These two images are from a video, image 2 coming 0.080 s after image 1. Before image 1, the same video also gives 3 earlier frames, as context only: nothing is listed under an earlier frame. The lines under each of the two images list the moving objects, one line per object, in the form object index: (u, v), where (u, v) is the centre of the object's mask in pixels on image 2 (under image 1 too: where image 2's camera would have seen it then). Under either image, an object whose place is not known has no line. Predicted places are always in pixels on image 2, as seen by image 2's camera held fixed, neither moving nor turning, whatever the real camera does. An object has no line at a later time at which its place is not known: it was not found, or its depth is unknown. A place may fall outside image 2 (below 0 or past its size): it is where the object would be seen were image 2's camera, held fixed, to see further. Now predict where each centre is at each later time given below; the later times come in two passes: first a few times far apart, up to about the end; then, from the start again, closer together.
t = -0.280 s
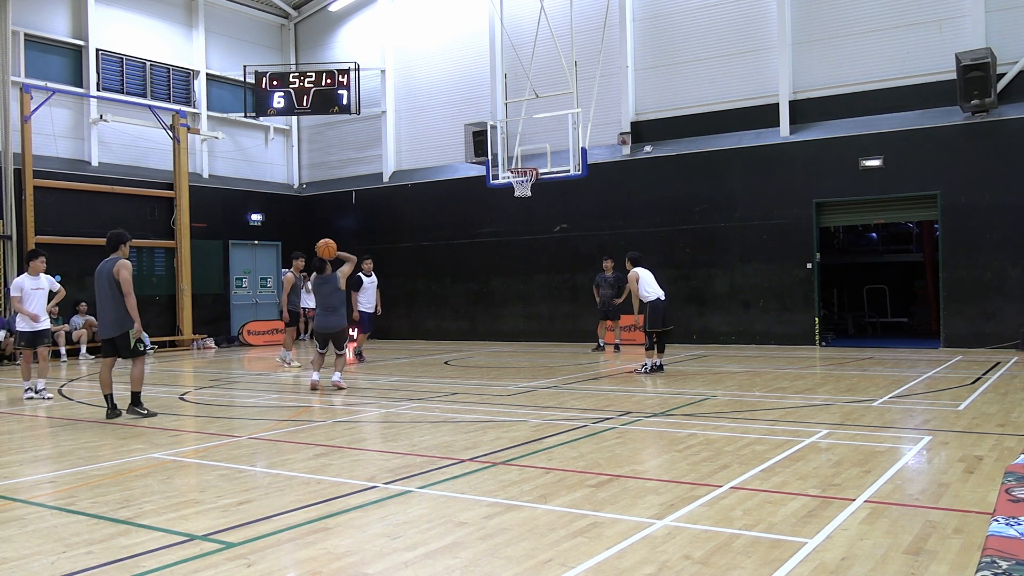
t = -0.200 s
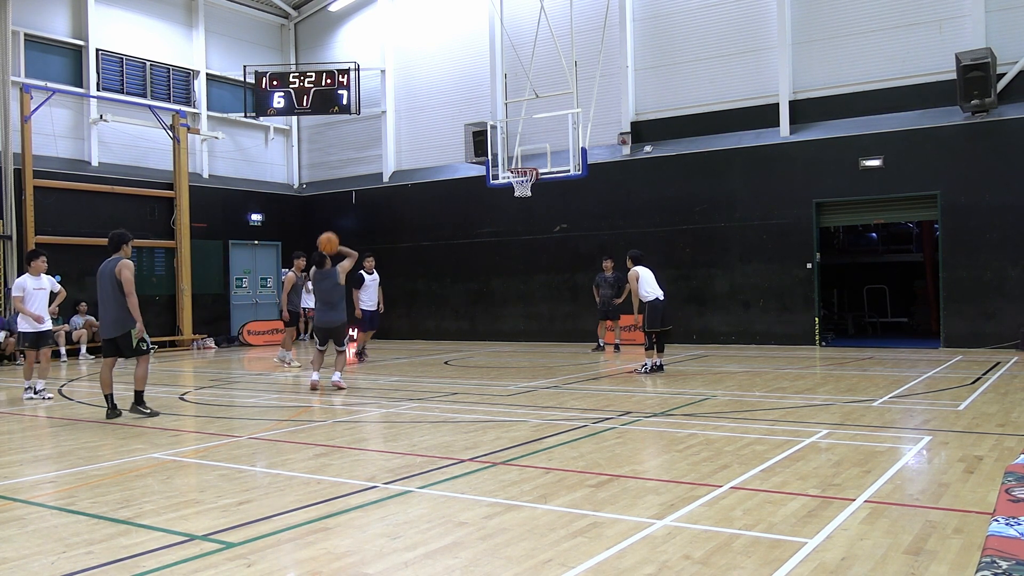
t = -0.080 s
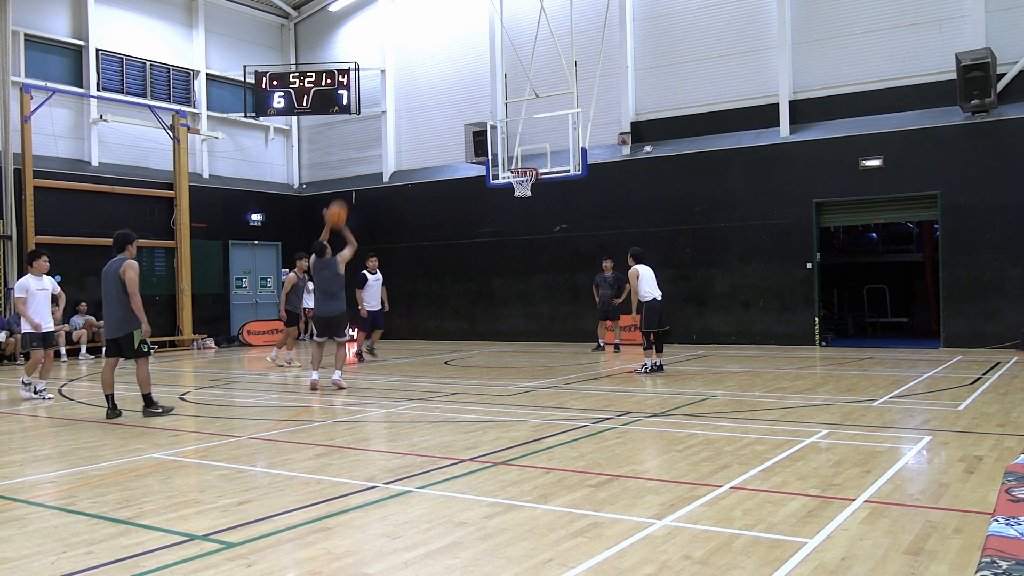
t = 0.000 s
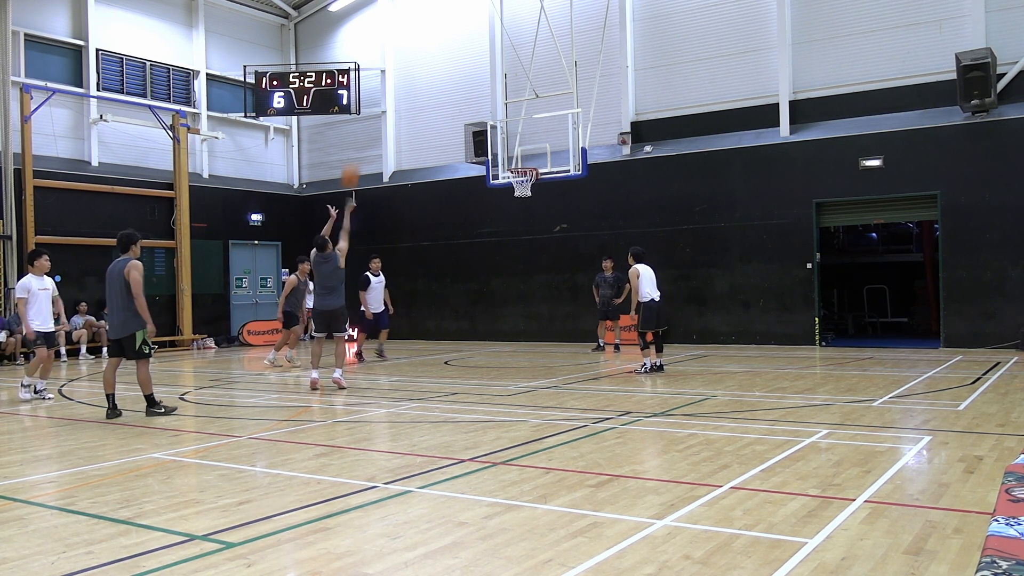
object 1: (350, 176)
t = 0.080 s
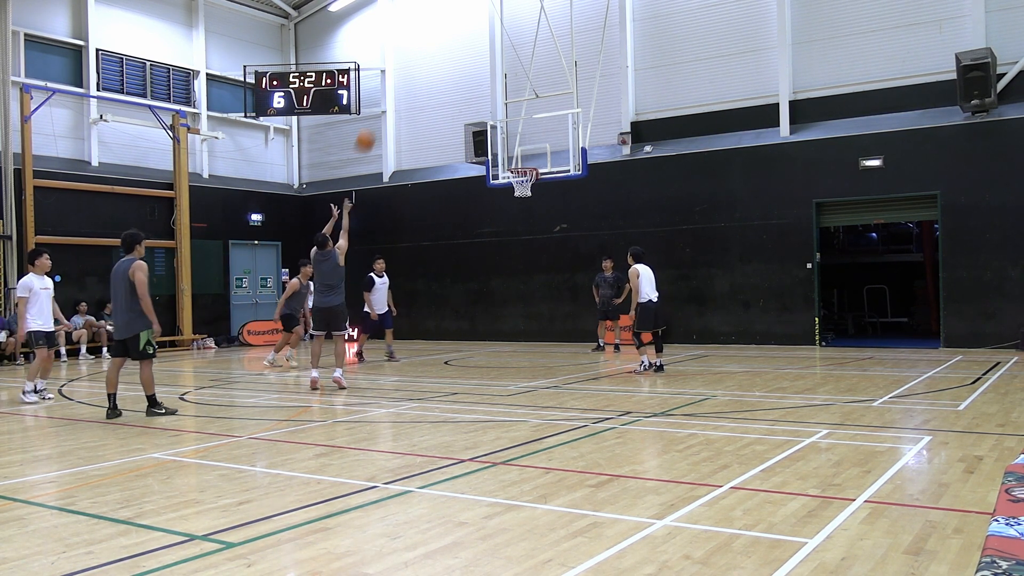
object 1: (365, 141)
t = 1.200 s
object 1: (526, 165)
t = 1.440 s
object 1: (515, 188)
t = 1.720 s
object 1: (522, 196)
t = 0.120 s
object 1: (373, 126)
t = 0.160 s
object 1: (380, 112)
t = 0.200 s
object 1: (387, 100)
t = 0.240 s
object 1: (394, 89)
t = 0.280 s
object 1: (401, 80)
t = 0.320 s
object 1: (407, 72)
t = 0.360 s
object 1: (414, 65)
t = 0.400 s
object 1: (420, 60)
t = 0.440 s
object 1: (426, 56)
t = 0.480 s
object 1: (432, 53)
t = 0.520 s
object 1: (439, 51)
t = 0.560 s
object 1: (445, 51)
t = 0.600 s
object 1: (450, 51)
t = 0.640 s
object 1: (456, 53)
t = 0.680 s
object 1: (462, 55)
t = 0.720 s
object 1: (468, 59)
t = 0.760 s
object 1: (473, 63)
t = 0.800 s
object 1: (478, 69)
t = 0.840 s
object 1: (484, 75)
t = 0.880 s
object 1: (489, 83)
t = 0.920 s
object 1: (494, 91)
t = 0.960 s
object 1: (499, 100)
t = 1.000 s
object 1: (504, 110)
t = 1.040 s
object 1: (510, 121)
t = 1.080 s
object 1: (514, 132)
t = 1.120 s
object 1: (519, 145)
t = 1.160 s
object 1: (523, 158)
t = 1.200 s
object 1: (526, 165)
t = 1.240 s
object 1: (530, 172)
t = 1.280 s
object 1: (530, 175)
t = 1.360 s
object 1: (517, 186)
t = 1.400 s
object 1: (516, 187)
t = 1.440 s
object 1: (515, 188)
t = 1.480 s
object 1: (515, 189)
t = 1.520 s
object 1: (515, 188)
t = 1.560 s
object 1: (516, 188)
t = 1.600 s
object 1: (518, 189)
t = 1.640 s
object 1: (519, 193)
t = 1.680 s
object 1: (521, 194)
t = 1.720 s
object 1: (522, 196)
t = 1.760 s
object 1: (524, 201)
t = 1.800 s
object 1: (526, 206)
